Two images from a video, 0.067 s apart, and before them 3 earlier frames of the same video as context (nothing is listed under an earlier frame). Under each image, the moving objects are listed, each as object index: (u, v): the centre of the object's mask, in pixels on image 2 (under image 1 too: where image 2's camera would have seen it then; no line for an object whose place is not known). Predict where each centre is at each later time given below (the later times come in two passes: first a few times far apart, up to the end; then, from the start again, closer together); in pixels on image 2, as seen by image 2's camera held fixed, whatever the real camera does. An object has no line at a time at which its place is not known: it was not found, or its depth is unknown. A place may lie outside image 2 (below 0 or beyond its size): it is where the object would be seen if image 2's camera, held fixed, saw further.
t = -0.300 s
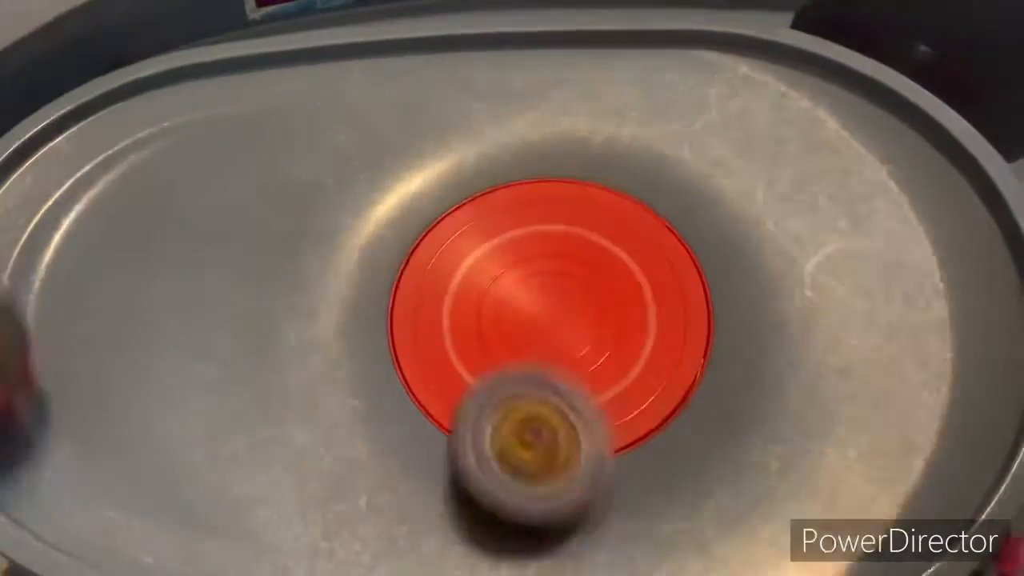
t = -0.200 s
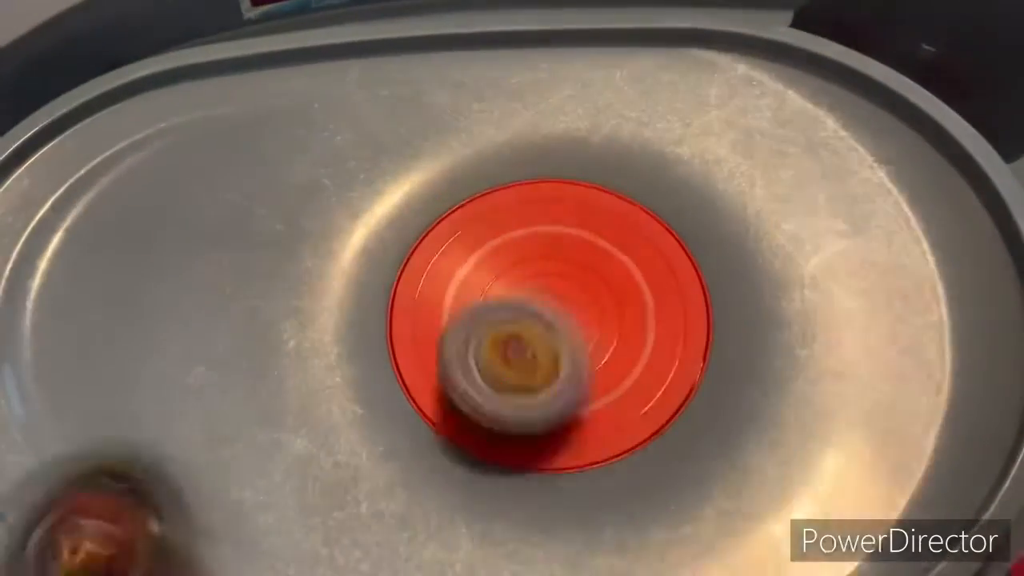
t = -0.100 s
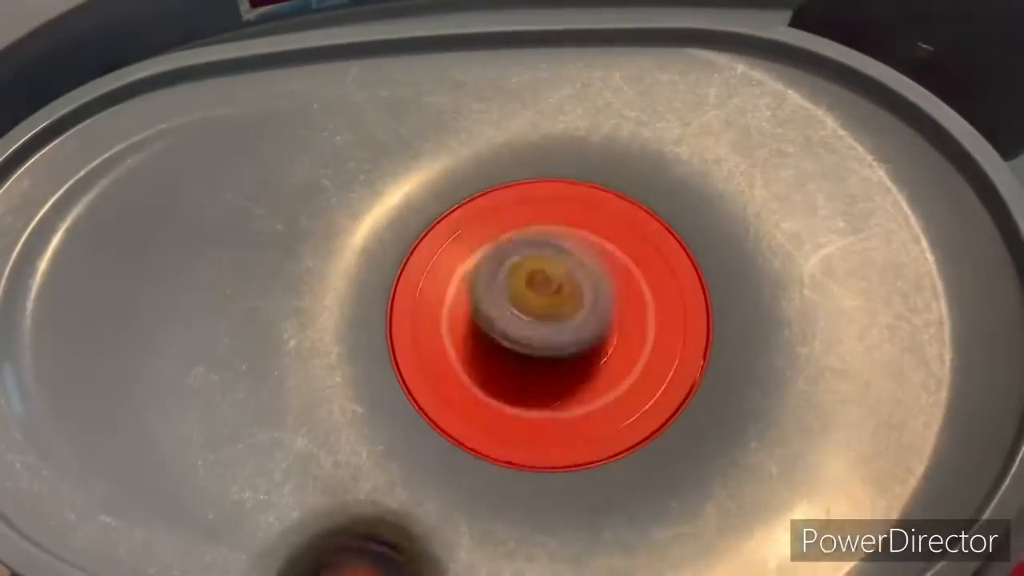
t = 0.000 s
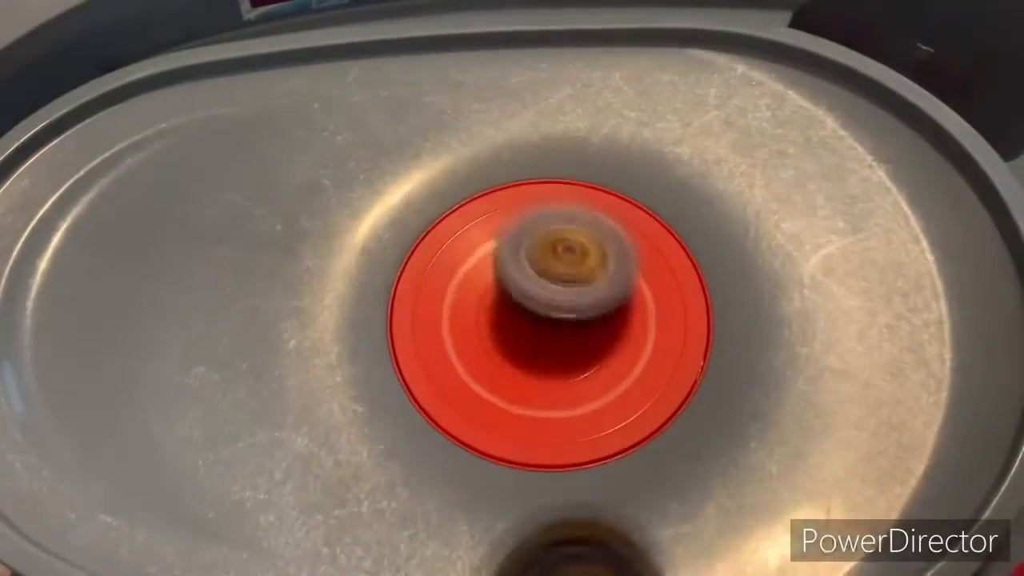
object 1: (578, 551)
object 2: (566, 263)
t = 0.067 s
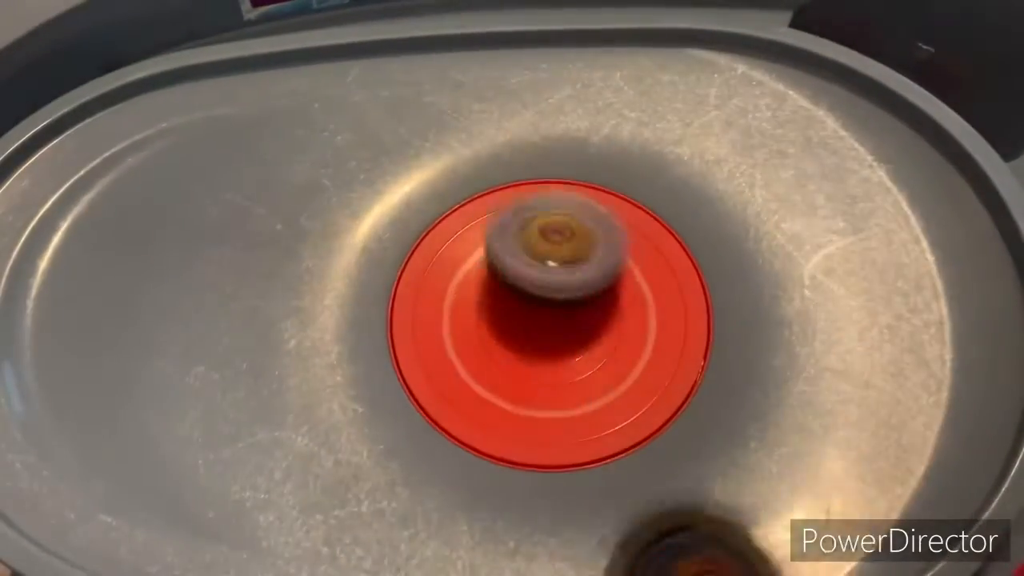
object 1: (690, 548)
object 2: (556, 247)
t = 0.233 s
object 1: (904, 437)
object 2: (461, 255)
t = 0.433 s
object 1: (929, 238)
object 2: (440, 412)
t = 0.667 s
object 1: (793, 80)
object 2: (714, 330)
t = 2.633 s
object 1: (255, 449)
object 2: (757, 411)
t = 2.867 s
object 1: (496, 491)
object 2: (693, 418)
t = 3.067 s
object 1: (427, 542)
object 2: (707, 256)
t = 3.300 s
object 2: (588, 191)
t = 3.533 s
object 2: (344, 221)
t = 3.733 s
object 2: (372, 242)
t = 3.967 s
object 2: (518, 251)
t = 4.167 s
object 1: (473, 496)
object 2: (564, 266)
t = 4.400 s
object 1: (571, 504)
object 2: (473, 230)
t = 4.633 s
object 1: (658, 337)
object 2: (432, 376)
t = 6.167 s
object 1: (54, 275)
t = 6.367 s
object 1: (66, 278)
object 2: (539, 523)
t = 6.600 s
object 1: (115, 299)
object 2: (528, 442)
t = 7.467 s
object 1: (699, 554)
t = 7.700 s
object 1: (835, 490)
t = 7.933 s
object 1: (902, 401)
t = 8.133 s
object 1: (918, 329)
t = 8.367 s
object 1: (855, 245)
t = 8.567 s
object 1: (794, 177)
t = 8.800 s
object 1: (735, 107)
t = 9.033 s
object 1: (670, 64)
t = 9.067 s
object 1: (659, 61)
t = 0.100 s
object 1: (743, 539)
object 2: (543, 240)
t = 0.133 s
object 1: (794, 521)
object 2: (525, 235)
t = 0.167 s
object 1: (841, 499)
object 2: (503, 235)
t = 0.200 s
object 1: (871, 459)
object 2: (482, 243)
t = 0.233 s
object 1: (904, 437)
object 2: (461, 255)
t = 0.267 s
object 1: (932, 407)
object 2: (441, 270)
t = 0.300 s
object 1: (951, 374)
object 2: (424, 295)
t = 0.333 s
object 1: (954, 341)
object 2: (414, 327)
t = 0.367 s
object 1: (955, 304)
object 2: (415, 352)
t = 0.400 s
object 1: (944, 273)
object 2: (421, 386)
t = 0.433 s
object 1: (929, 238)
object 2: (440, 412)
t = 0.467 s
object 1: (912, 210)
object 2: (475, 420)
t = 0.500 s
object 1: (897, 185)
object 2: (517, 431)
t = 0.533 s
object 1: (877, 158)
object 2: (559, 436)
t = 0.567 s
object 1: (855, 137)
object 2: (612, 432)
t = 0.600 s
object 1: (837, 115)
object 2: (663, 411)
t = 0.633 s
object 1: (816, 96)
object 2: (697, 370)
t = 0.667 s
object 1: (793, 80)
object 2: (714, 330)
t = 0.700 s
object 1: (769, 66)
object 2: (721, 274)
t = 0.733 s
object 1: (742, 54)
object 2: (714, 232)
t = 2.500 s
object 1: (155, 399)
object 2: (629, 421)
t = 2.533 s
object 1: (177, 412)
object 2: (671, 425)
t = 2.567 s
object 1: (199, 425)
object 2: (710, 425)
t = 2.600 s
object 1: (226, 438)
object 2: (740, 419)
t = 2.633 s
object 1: (255, 449)
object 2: (757, 411)
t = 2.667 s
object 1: (289, 459)
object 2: (765, 410)
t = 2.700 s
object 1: (321, 468)
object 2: (764, 403)
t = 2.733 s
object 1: (353, 475)
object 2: (757, 401)
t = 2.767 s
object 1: (384, 486)
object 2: (745, 404)
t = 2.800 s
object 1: (425, 491)
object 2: (729, 408)
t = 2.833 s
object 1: (463, 487)
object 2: (712, 412)
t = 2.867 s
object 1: (496, 491)
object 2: (693, 418)
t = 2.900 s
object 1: (520, 492)
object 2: (681, 413)
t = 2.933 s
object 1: (496, 502)
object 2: (698, 380)
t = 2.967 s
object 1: (476, 514)
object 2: (713, 343)
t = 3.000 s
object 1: (459, 523)
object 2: (717, 308)
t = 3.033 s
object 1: (440, 534)
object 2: (716, 278)
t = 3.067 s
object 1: (427, 542)
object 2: (707, 256)
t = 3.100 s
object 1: (412, 547)
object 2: (697, 236)
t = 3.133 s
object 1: (400, 552)
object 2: (686, 221)
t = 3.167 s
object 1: (390, 547)
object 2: (674, 210)
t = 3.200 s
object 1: (378, 540)
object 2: (659, 204)
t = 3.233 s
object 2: (643, 200)
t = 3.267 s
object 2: (619, 197)
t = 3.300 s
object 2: (588, 191)
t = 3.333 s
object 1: (331, 524)
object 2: (555, 188)
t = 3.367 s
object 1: (323, 519)
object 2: (513, 189)
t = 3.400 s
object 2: (472, 192)
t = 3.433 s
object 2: (428, 195)
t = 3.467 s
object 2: (396, 202)
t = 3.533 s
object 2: (344, 221)
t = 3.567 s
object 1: (294, 455)
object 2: (331, 239)
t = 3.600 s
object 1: (298, 439)
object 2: (325, 249)
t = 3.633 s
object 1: (298, 422)
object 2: (328, 260)
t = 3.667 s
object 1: (304, 406)
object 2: (336, 263)
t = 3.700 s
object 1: (303, 401)
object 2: (348, 256)
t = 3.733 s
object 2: (372, 242)
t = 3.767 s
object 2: (397, 230)
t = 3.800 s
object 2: (419, 219)
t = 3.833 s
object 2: (443, 217)
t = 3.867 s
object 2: (467, 220)
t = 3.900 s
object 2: (488, 223)
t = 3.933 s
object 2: (505, 238)
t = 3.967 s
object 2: (518, 251)
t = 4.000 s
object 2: (525, 269)
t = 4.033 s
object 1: (418, 397)
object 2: (527, 287)
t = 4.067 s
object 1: (434, 411)
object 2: (535, 303)
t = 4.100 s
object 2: (549, 290)
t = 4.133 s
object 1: (457, 485)
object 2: (560, 282)
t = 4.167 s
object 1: (473, 496)
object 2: (564, 266)
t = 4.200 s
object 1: (488, 501)
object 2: (567, 262)
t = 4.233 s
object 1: (503, 506)
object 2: (565, 249)
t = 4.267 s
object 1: (517, 509)
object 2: (558, 239)
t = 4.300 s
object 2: (539, 231)
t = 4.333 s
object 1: (544, 510)
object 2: (522, 225)
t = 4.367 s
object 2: (500, 228)
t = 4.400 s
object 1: (571, 504)
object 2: (473, 230)
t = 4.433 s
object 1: (587, 490)
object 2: (447, 240)
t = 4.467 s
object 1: (602, 476)
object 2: (424, 252)
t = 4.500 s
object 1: (617, 457)
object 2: (412, 268)
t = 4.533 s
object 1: (633, 432)
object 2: (403, 292)
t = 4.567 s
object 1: (643, 408)
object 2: (398, 314)
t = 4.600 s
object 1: (650, 379)
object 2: (409, 342)
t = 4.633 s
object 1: (658, 337)
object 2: (432, 376)
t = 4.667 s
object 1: (664, 296)
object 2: (451, 412)
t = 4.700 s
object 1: (670, 239)
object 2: (488, 428)
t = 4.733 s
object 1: (659, 191)
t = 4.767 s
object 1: (641, 149)
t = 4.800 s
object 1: (608, 126)
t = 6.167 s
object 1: (54, 275)
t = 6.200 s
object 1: (53, 274)
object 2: (523, 501)
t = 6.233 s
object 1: (56, 276)
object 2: (525, 516)
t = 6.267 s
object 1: (58, 279)
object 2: (524, 517)
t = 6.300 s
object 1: (61, 276)
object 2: (535, 522)
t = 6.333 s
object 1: (63, 277)
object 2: (537, 522)
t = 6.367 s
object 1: (66, 278)
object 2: (539, 523)
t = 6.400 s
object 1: (70, 279)
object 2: (539, 520)
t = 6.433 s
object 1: (74, 280)
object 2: (542, 514)
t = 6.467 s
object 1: (81, 280)
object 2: (542, 511)
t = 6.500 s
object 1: (88, 283)
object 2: (543, 500)
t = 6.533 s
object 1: (94, 287)
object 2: (538, 488)
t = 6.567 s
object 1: (106, 291)
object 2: (535, 469)
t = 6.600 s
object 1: (115, 299)
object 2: (528, 442)
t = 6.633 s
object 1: (129, 309)
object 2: (523, 421)
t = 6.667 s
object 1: (143, 318)
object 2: (528, 389)
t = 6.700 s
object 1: (161, 327)
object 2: (531, 354)
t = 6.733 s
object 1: (176, 341)
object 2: (539, 325)
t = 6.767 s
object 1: (194, 364)
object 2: (549, 294)
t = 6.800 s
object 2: (552, 271)
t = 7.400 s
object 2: (517, 417)
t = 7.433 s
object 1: (671, 554)
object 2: (545, 410)
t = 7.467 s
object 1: (699, 554)
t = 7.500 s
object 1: (730, 545)
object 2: (623, 369)
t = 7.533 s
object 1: (760, 536)
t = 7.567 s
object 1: (783, 528)
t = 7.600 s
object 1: (801, 520)
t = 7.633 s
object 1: (813, 510)
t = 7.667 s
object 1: (823, 500)
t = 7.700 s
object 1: (835, 490)
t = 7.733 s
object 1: (846, 464)
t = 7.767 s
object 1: (856, 458)
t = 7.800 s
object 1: (864, 449)
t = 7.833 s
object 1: (879, 438)
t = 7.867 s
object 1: (890, 425)
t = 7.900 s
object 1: (897, 414)
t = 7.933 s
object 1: (902, 401)
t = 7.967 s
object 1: (911, 391)
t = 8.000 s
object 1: (917, 380)
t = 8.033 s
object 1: (922, 366)
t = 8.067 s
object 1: (924, 355)
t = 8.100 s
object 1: (923, 342)
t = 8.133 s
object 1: (918, 329)
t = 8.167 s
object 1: (910, 318)
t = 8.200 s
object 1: (905, 303)
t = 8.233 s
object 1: (897, 292)
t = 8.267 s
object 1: (886, 279)
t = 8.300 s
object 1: (877, 267)
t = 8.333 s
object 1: (868, 257)
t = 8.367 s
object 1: (855, 245)
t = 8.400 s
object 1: (842, 233)
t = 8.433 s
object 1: (832, 221)
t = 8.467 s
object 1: (824, 211)
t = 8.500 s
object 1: (813, 200)
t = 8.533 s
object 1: (804, 190)
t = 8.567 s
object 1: (794, 177)
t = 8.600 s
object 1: (785, 169)
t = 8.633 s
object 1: (776, 157)
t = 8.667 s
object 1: (770, 146)
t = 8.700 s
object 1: (762, 136)
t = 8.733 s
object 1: (753, 125)
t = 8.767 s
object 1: (745, 115)
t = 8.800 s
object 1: (735, 107)
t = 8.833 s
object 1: (729, 95)
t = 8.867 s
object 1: (723, 87)
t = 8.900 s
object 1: (712, 81)
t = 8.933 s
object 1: (702, 74)
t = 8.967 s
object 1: (692, 67)
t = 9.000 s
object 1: (682, 65)
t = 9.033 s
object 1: (670, 64)
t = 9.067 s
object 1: (659, 61)
